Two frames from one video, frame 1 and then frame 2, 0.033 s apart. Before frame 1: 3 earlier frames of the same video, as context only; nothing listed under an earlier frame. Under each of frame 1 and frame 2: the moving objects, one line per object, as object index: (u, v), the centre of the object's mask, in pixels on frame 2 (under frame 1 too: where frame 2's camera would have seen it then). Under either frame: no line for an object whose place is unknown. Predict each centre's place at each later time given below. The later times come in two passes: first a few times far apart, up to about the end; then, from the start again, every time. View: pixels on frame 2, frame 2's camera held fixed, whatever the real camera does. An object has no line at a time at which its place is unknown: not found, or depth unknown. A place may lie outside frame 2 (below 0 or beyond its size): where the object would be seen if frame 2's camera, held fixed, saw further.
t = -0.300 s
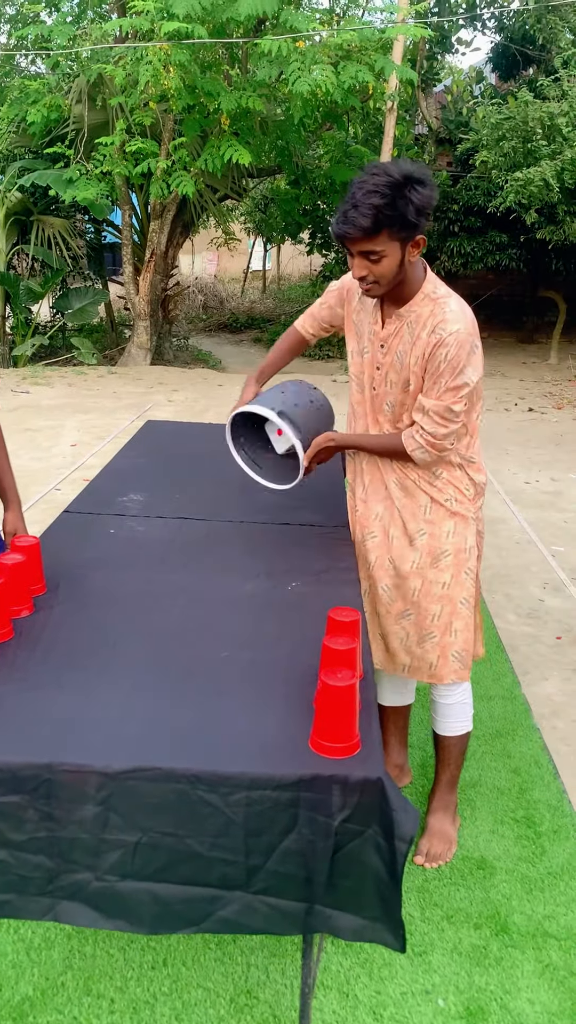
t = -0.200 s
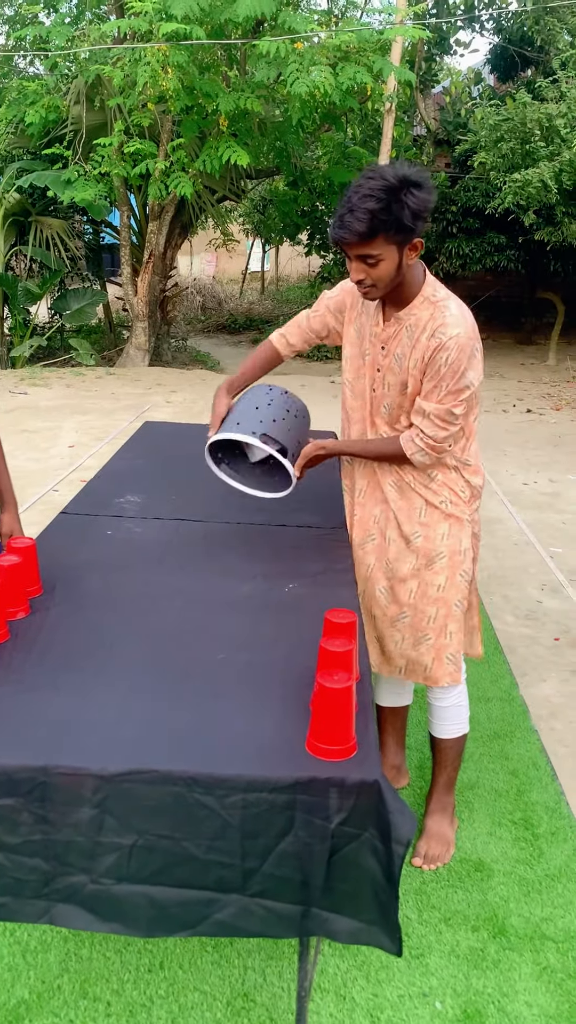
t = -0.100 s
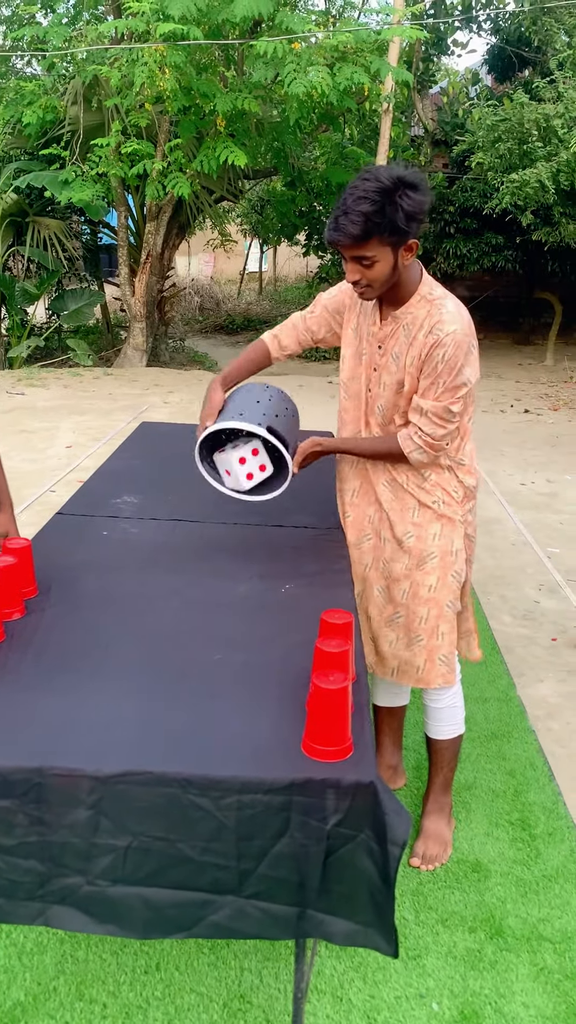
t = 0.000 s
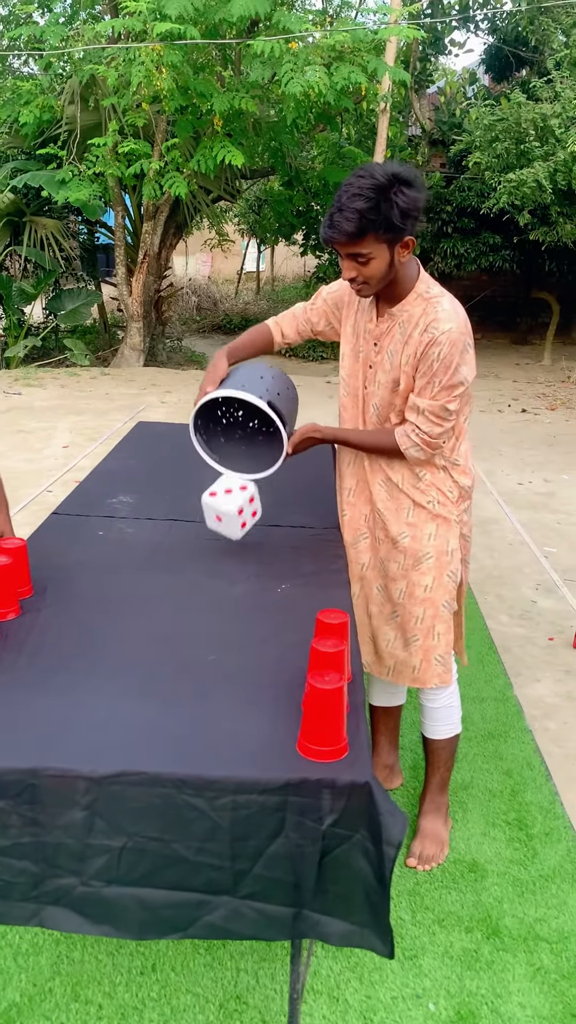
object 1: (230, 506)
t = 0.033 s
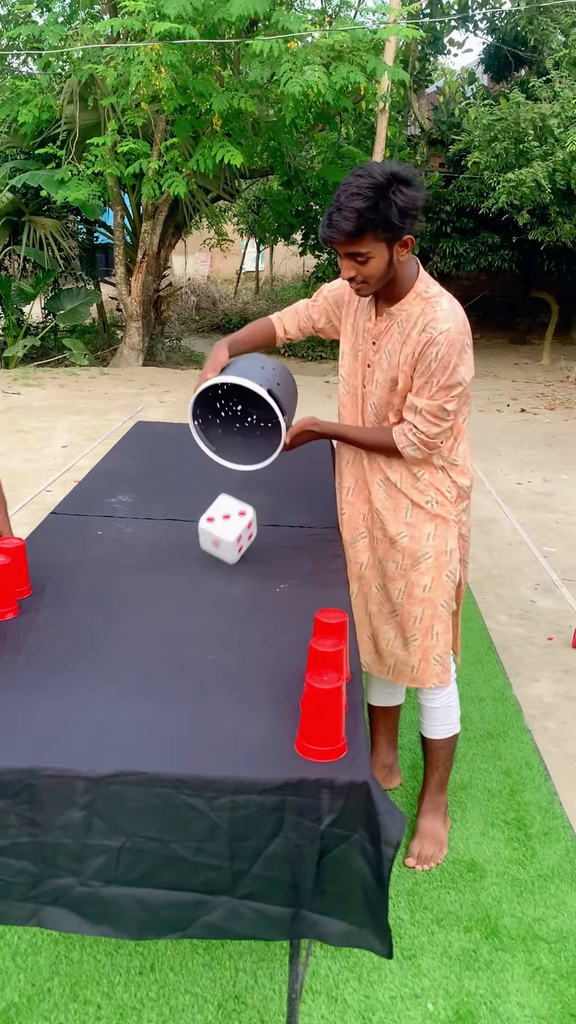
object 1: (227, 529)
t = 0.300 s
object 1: (215, 582)
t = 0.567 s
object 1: (235, 597)
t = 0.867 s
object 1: (263, 605)
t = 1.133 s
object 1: (263, 605)
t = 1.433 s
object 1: (263, 605)
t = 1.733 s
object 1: (263, 605)
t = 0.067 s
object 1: (225, 534)
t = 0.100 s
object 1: (221, 540)
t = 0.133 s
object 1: (219, 553)
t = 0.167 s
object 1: (216, 561)
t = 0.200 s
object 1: (215, 563)
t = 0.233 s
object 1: (215, 568)
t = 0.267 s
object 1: (215, 572)
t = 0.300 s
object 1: (215, 582)
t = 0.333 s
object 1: (217, 586)
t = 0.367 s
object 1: (220, 587)
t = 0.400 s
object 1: (223, 589)
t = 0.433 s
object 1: (224, 591)
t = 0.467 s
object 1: (225, 591)
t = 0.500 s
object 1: (227, 592)
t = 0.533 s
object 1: (231, 594)
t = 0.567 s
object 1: (235, 597)
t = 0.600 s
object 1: (241, 601)
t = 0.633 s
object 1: (247, 602)
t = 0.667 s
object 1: (252, 600)
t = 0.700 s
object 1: (256, 601)
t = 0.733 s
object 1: (259, 602)
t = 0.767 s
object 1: (261, 603)
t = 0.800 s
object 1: (263, 604)
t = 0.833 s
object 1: (263, 605)
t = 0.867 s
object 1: (263, 605)
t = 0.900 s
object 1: (263, 605)
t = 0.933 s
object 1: (263, 605)
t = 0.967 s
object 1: (263, 605)
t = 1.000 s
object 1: (263, 605)
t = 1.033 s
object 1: (263, 605)
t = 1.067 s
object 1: (263, 605)
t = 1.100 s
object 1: (263, 605)
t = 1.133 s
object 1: (263, 605)
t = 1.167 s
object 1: (263, 605)
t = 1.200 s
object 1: (263, 605)
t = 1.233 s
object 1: (263, 605)
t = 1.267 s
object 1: (263, 605)
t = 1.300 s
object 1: (263, 605)
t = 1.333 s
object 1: (263, 605)
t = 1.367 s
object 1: (263, 605)
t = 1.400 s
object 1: (263, 605)
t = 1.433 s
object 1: (263, 605)
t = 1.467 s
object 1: (263, 605)
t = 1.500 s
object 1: (263, 605)
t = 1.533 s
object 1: (263, 605)
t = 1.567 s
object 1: (263, 605)
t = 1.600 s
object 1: (263, 605)
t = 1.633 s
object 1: (263, 605)
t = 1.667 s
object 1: (263, 605)
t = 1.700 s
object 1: (263, 605)
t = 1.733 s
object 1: (263, 605)
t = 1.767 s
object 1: (263, 605)
